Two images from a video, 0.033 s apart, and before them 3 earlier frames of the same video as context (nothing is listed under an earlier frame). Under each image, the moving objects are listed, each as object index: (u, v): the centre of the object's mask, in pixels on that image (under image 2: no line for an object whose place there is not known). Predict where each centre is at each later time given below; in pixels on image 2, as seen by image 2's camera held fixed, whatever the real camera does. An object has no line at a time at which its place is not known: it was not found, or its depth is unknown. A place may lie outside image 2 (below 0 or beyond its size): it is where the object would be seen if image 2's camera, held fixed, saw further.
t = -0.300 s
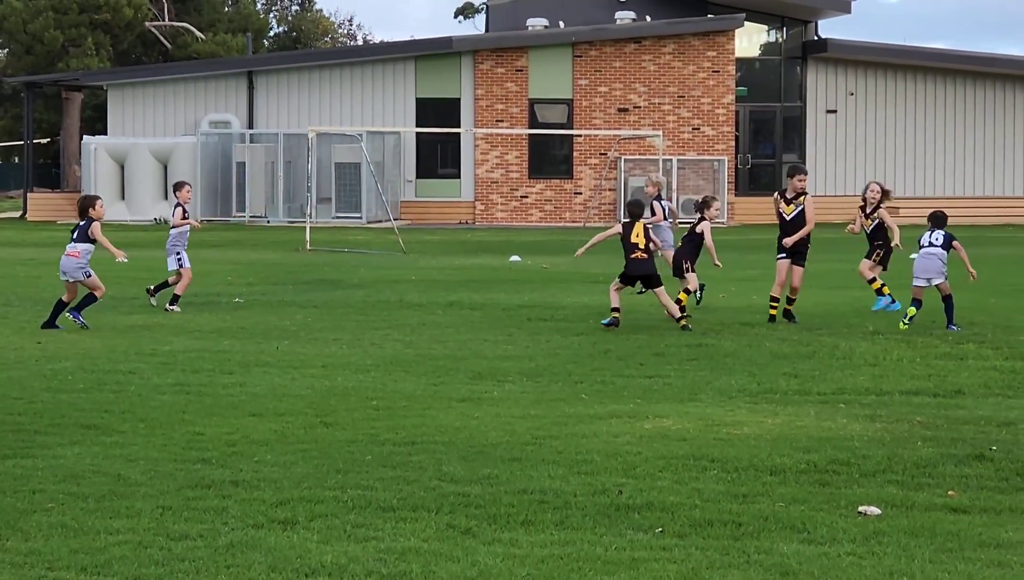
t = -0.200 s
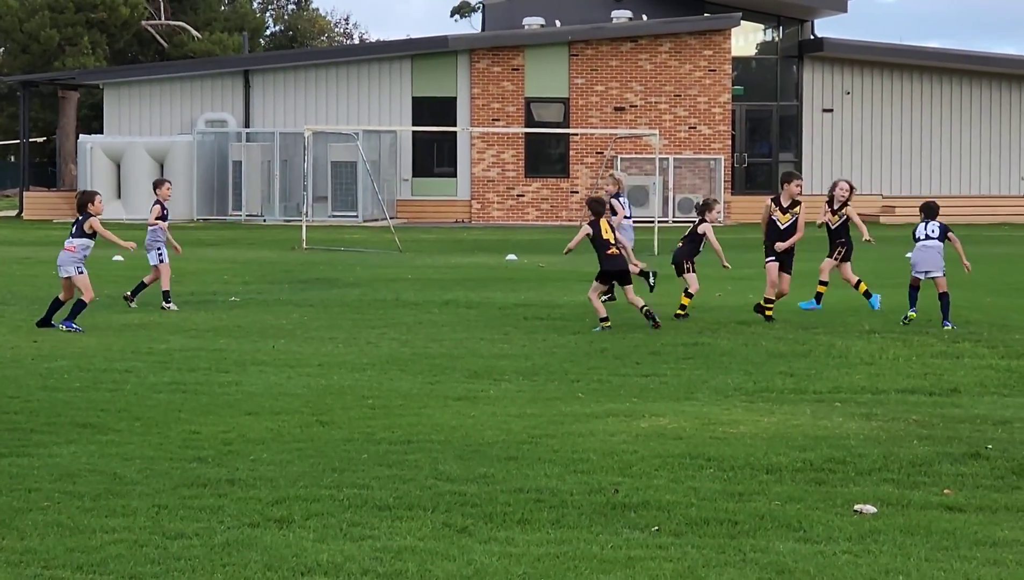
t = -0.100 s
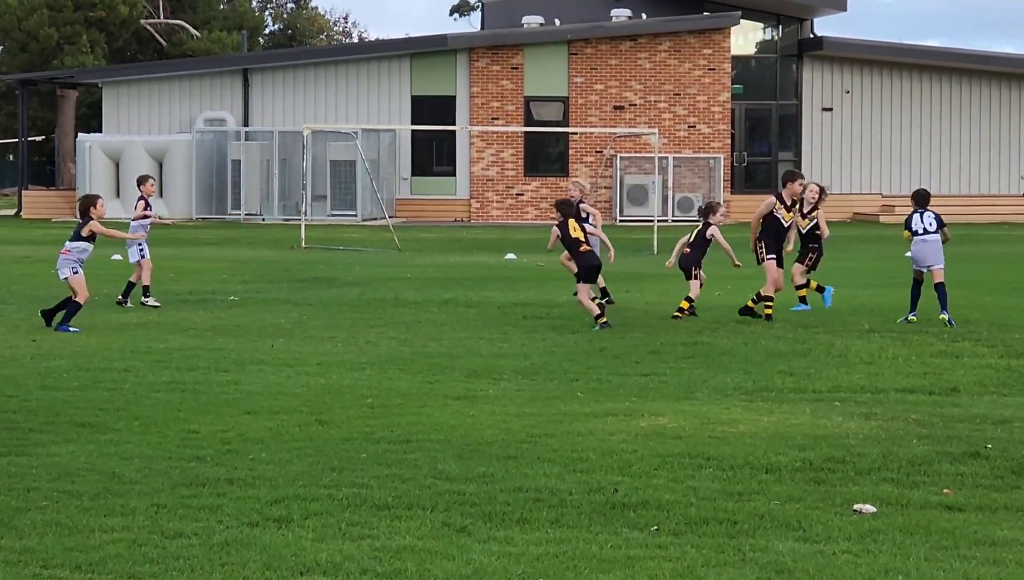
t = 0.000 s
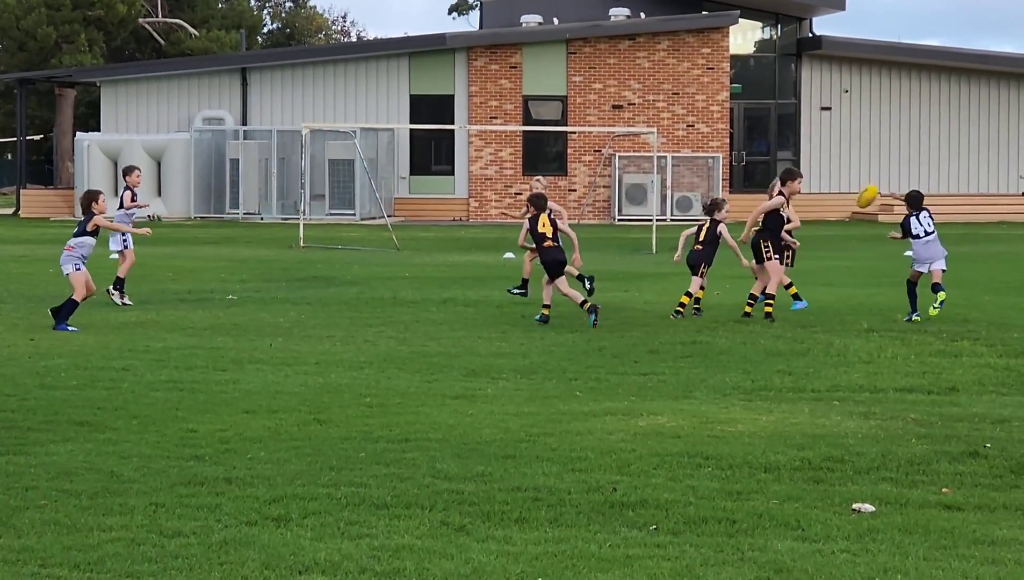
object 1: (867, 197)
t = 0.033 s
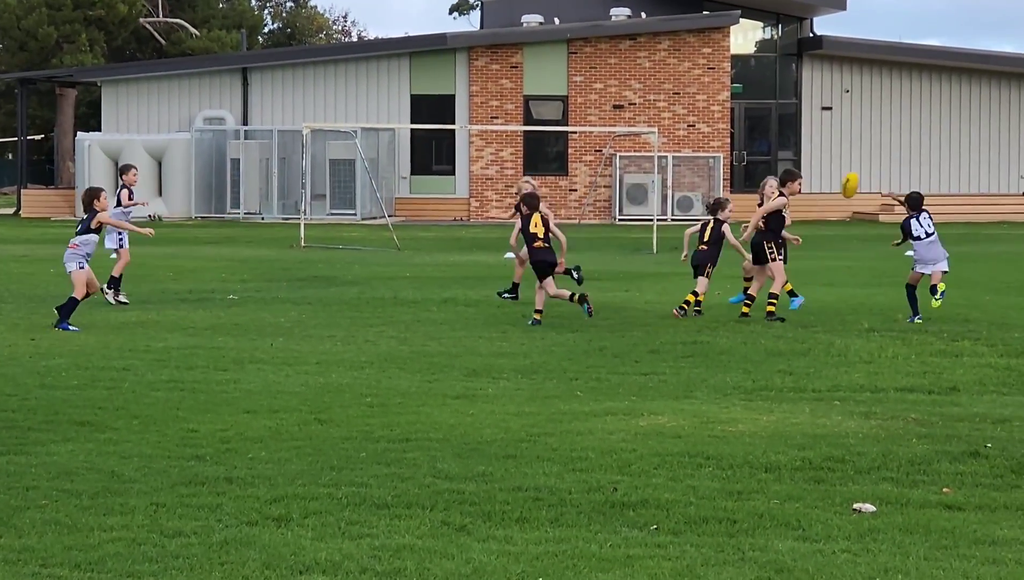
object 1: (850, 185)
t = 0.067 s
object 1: (832, 176)
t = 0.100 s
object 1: (815, 168)
